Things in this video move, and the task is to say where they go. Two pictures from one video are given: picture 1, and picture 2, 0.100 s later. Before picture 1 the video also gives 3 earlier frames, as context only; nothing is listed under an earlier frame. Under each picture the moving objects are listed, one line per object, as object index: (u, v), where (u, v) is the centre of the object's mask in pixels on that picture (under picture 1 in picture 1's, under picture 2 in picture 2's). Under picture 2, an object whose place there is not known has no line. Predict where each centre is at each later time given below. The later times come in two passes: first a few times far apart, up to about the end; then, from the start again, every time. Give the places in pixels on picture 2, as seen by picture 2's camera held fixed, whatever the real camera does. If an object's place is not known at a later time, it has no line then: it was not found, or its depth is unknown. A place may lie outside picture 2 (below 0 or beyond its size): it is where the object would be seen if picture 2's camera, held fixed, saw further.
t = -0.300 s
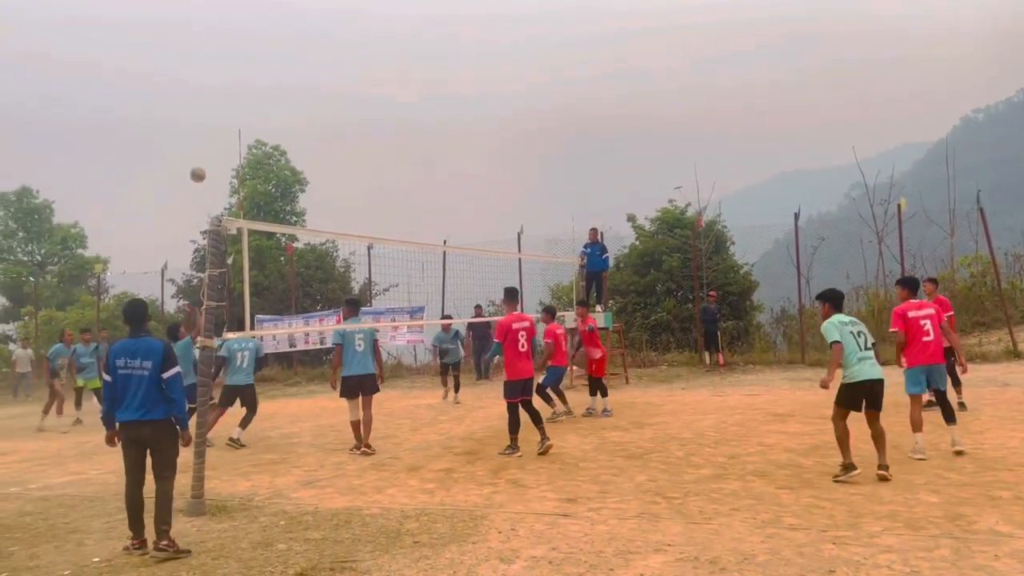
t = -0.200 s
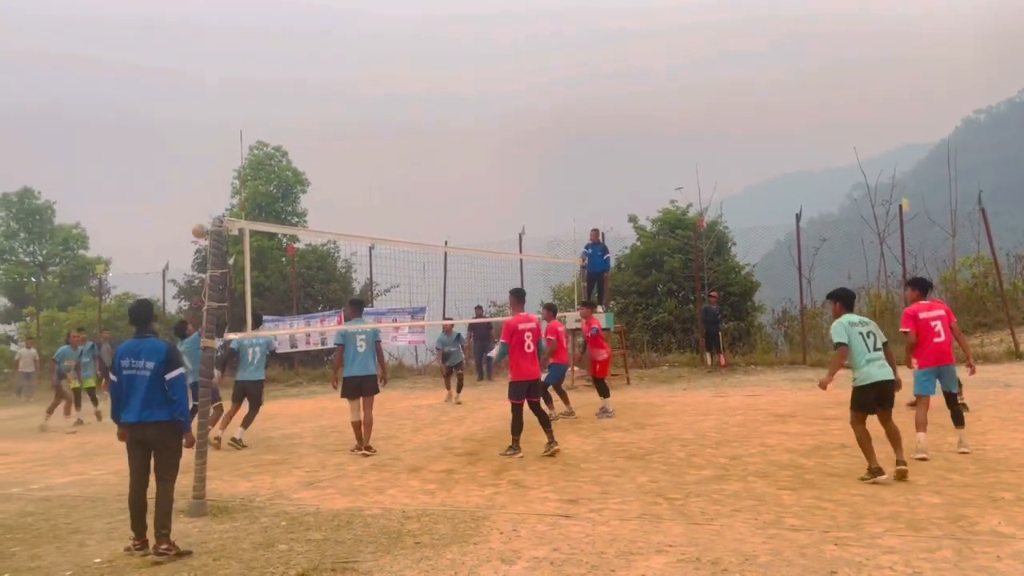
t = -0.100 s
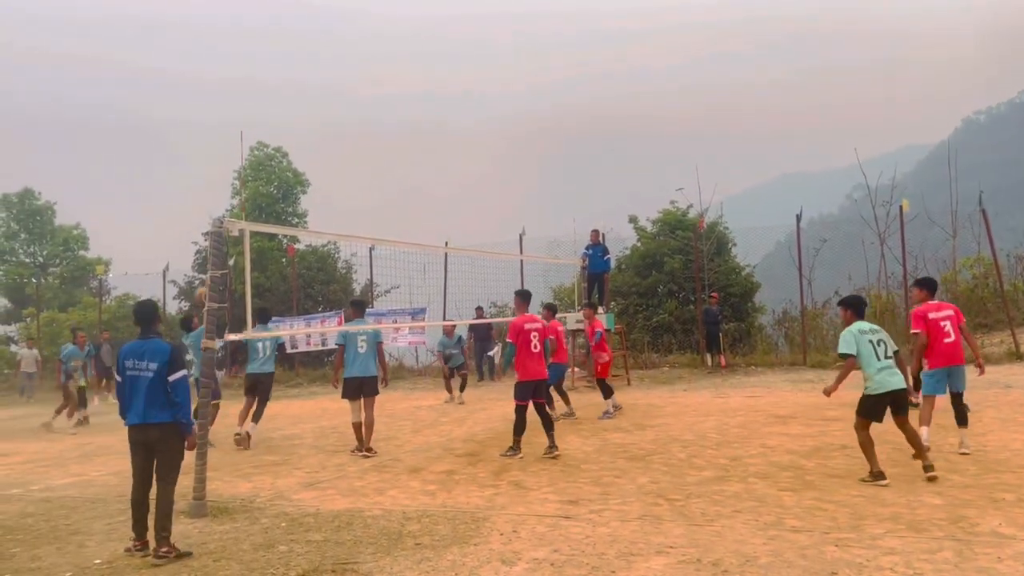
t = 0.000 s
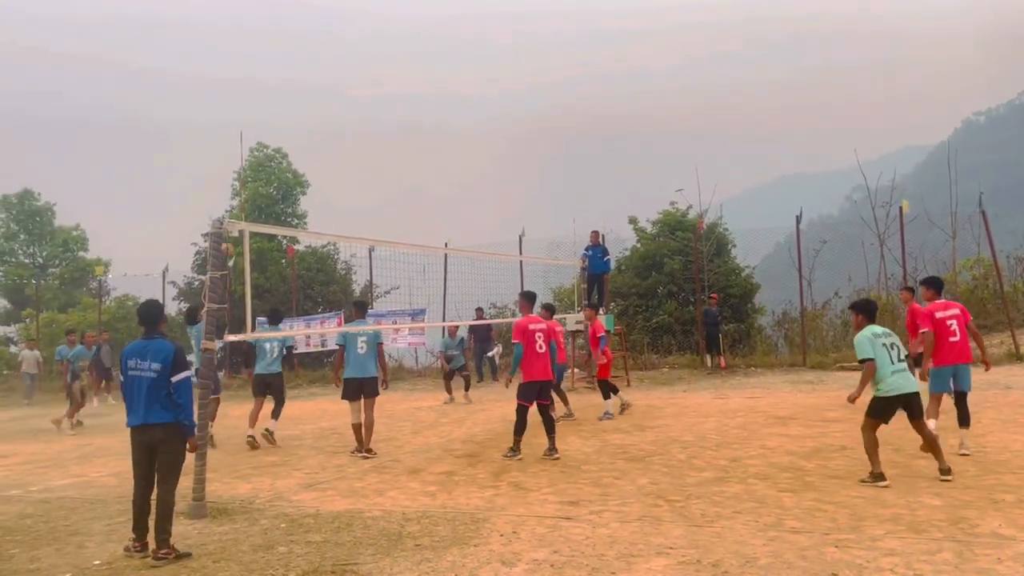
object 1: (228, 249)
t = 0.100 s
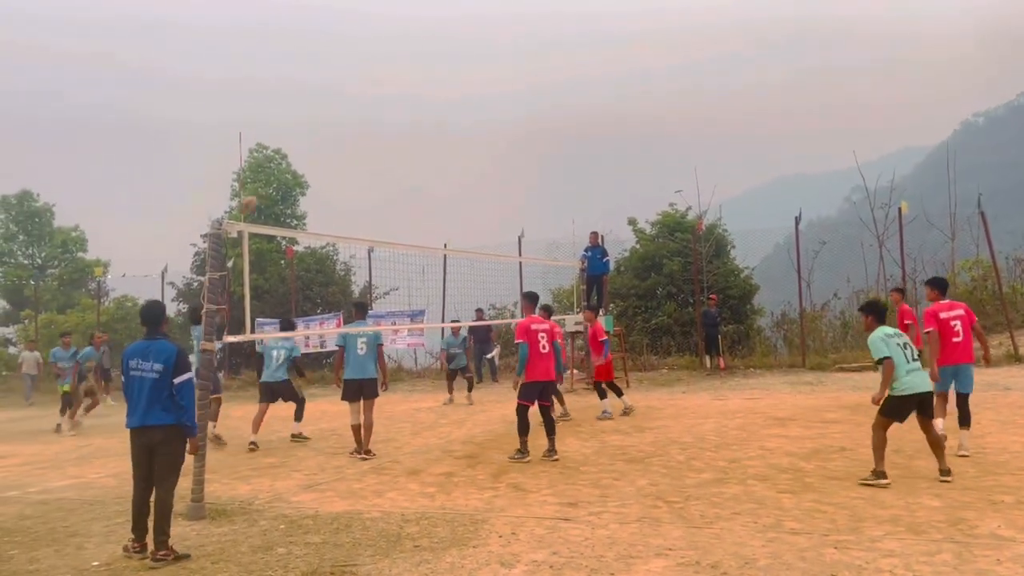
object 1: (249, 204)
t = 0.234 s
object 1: (281, 154)
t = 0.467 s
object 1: (330, 101)
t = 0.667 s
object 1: (368, 89)
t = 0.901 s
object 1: (411, 108)
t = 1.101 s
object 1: (443, 151)
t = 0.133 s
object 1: (259, 189)
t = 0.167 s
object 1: (266, 175)
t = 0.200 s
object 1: (274, 164)
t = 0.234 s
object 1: (281, 154)
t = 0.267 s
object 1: (288, 143)
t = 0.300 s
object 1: (295, 134)
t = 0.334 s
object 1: (302, 125)
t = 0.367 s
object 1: (309, 118)
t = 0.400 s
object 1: (316, 112)
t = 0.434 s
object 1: (323, 106)
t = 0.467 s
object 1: (330, 101)
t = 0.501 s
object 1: (337, 97)
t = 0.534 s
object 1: (343, 94)
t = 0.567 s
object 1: (349, 91)
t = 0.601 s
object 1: (355, 90)
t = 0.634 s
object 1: (362, 89)
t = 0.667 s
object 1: (368, 89)
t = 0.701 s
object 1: (374, 90)
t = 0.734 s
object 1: (380, 91)
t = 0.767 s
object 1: (387, 93)
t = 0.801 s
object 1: (393, 96)
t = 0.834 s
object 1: (398, 99)
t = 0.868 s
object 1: (404, 104)
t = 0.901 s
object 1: (411, 108)
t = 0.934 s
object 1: (416, 114)
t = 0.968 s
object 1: (421, 120)
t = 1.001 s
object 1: (427, 127)
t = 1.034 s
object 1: (433, 134)
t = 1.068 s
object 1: (438, 142)
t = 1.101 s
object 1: (443, 151)
